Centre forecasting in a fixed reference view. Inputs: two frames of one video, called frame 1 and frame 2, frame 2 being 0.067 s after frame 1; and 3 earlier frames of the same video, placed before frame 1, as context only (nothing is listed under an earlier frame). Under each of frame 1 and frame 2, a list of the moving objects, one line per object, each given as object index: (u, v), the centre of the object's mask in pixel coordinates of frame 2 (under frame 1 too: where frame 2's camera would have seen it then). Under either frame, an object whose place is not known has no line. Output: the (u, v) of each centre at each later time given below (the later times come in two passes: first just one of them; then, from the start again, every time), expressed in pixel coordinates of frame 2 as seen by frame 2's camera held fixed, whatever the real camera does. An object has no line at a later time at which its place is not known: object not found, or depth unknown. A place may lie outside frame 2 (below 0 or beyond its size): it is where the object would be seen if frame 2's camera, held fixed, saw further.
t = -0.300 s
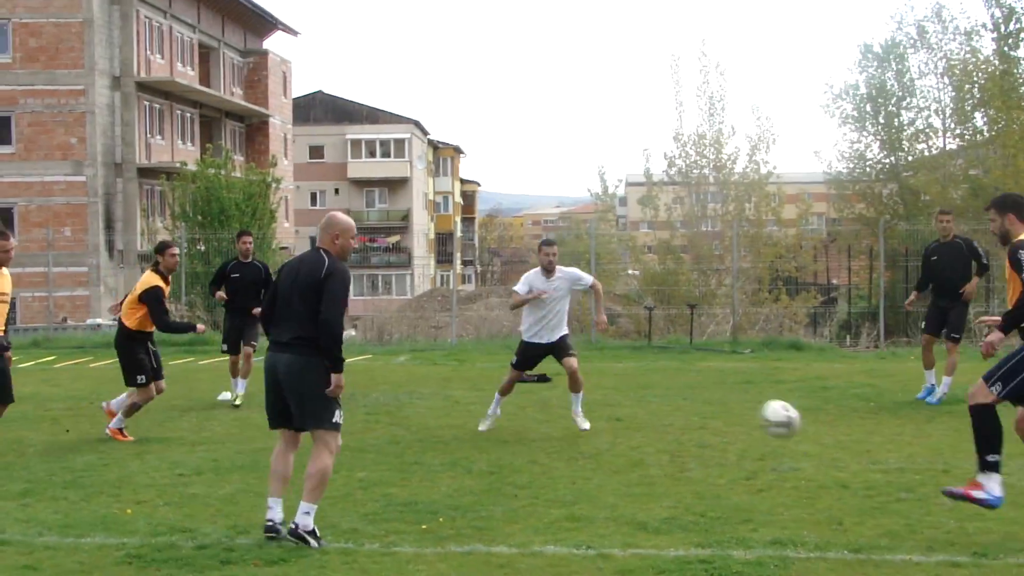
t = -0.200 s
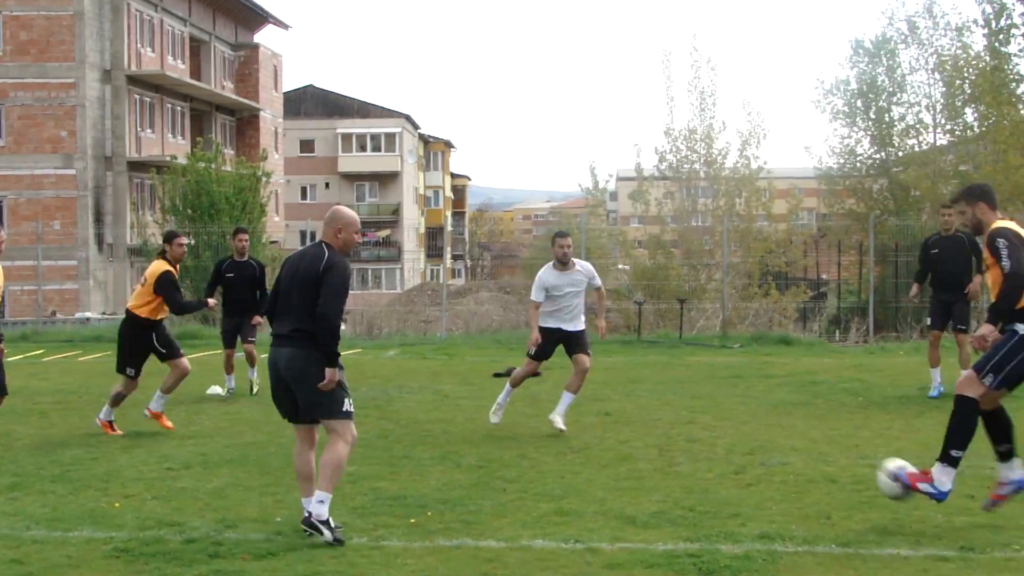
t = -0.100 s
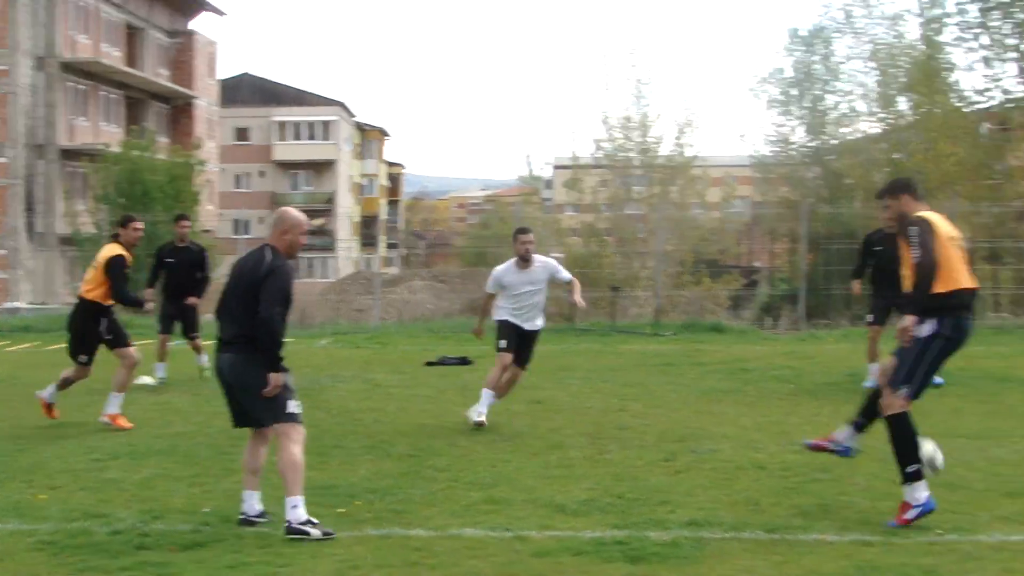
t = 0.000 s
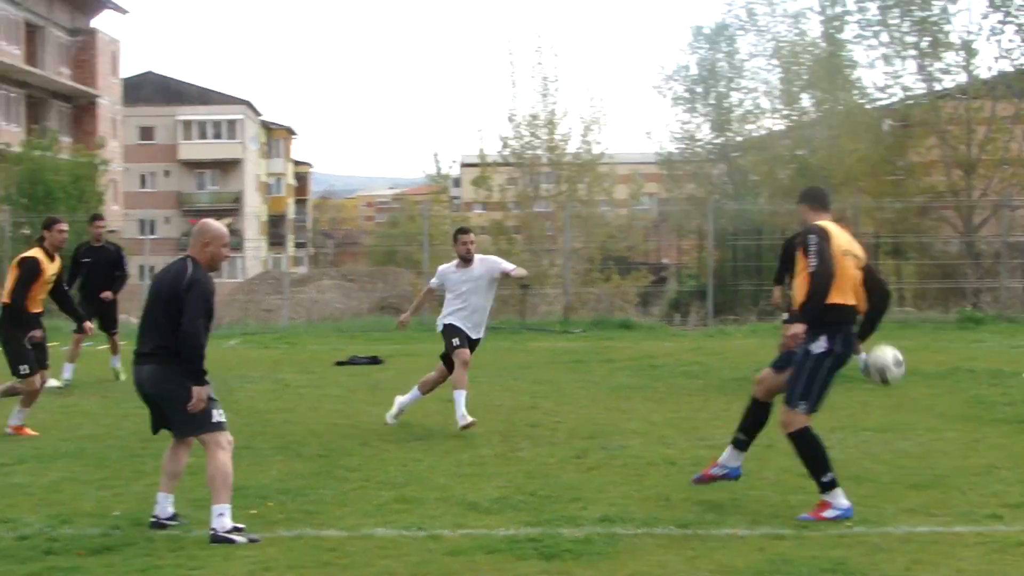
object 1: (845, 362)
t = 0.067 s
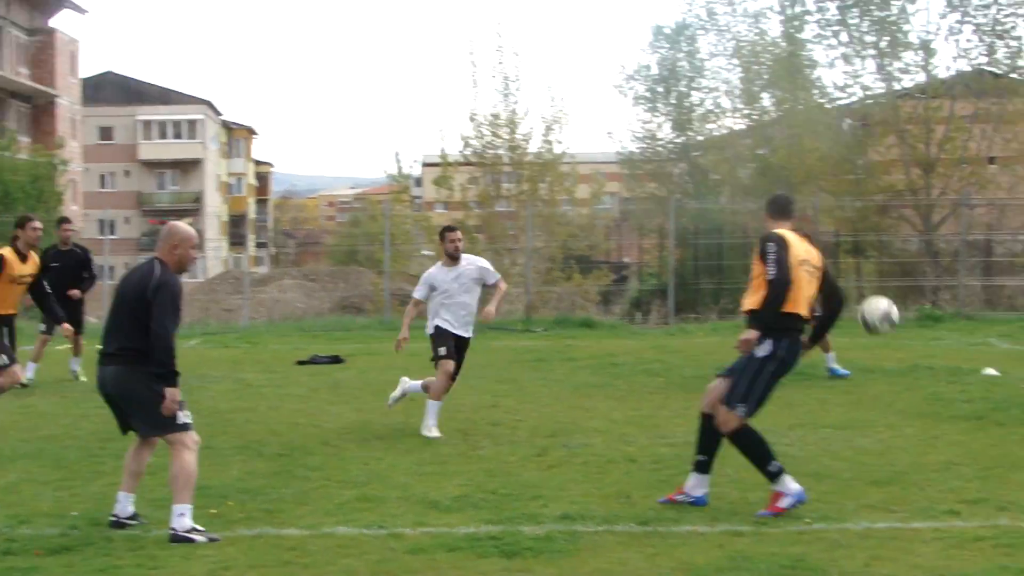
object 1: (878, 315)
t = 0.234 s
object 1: (963, 233)
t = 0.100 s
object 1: (896, 296)
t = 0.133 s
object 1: (913, 278)
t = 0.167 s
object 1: (930, 262)
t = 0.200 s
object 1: (946, 245)
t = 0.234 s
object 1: (963, 233)
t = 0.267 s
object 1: (979, 222)
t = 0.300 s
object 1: (995, 214)
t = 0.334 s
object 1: (1010, 207)
